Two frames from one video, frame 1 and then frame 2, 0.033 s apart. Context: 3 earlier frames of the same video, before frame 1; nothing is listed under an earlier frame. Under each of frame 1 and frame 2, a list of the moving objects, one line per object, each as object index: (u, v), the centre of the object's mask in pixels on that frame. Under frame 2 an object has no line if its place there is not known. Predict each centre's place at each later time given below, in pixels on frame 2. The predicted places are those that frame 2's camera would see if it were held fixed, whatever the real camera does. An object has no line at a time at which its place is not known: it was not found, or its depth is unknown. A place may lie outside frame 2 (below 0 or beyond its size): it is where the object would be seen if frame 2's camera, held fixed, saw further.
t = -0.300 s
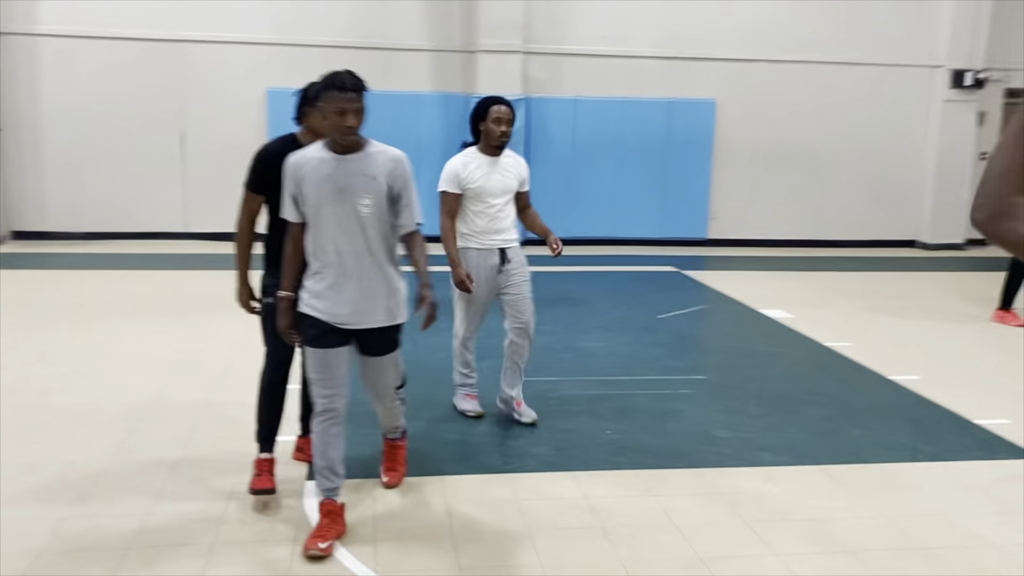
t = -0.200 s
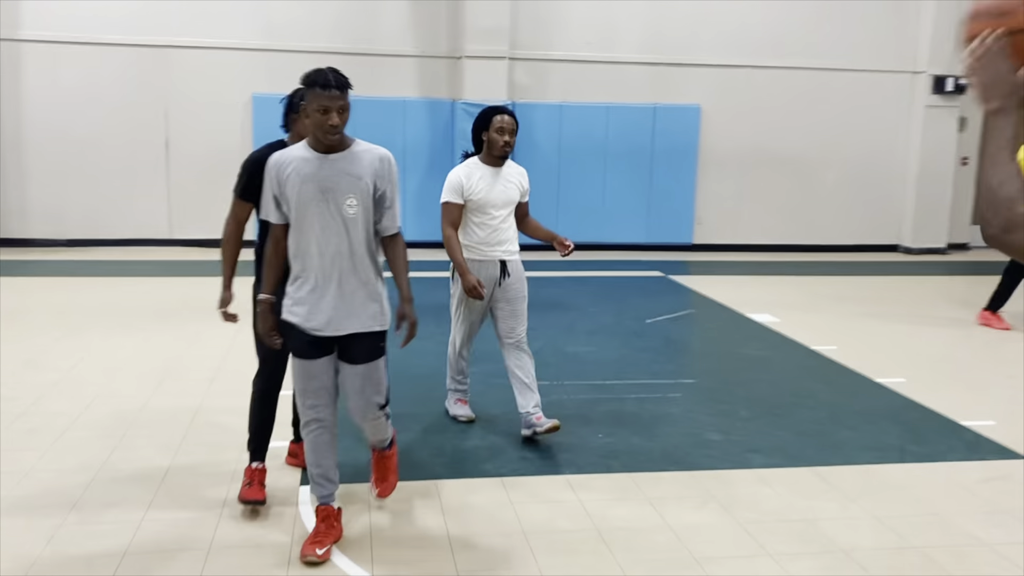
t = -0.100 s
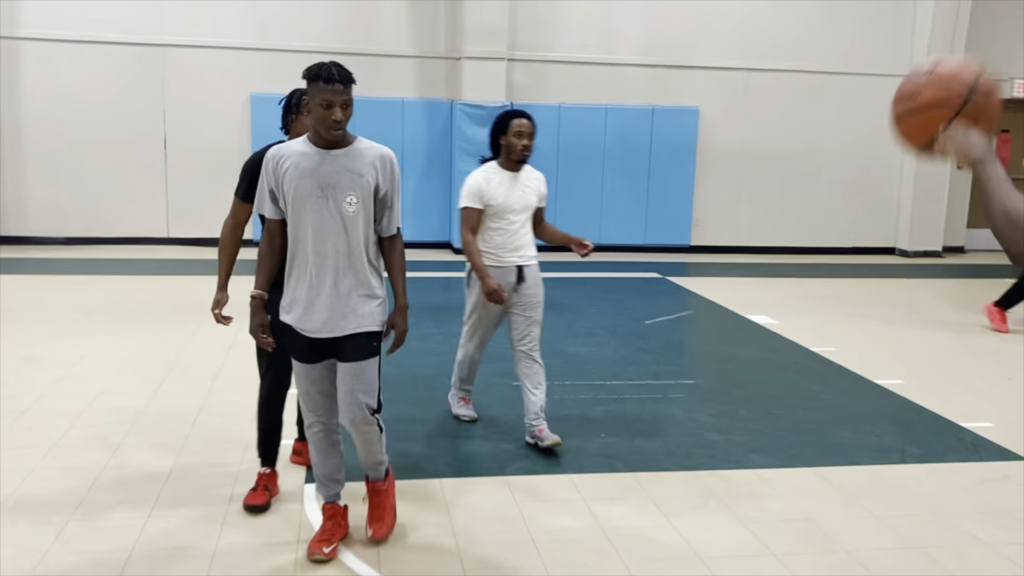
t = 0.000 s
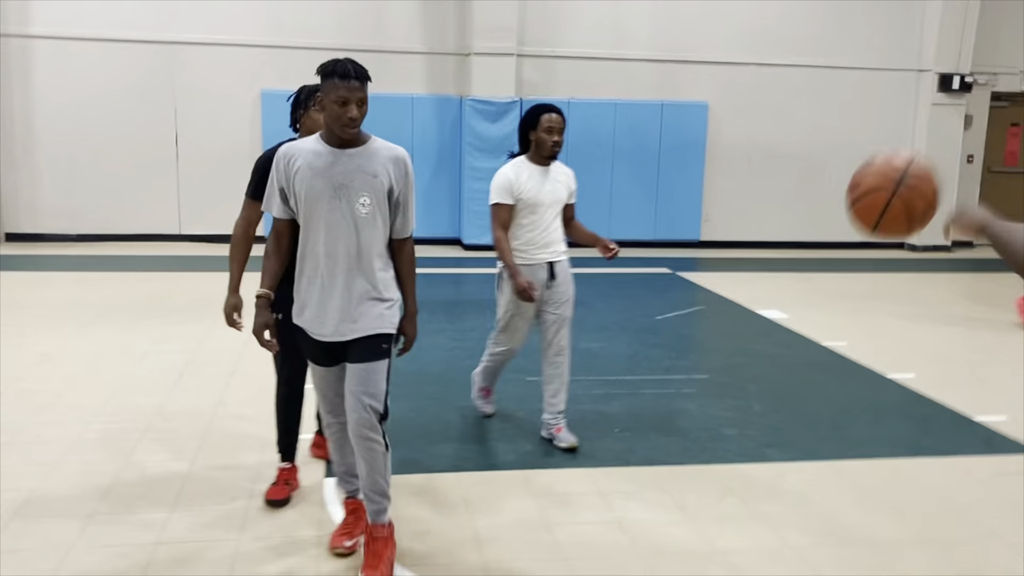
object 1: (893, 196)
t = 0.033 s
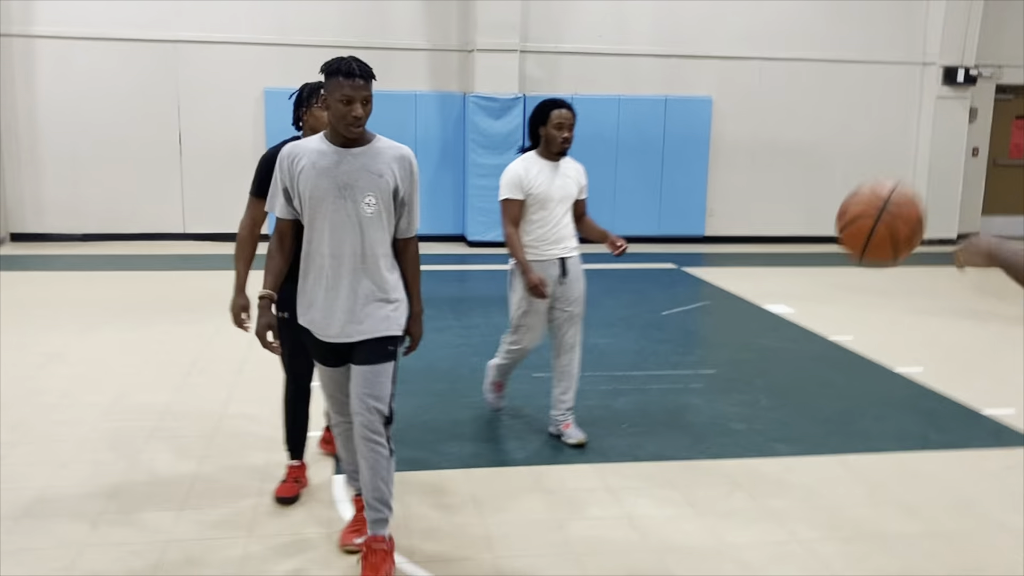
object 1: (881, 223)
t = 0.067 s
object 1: (861, 258)
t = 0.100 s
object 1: (843, 293)
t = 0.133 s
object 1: (824, 330)
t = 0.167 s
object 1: (809, 367)
